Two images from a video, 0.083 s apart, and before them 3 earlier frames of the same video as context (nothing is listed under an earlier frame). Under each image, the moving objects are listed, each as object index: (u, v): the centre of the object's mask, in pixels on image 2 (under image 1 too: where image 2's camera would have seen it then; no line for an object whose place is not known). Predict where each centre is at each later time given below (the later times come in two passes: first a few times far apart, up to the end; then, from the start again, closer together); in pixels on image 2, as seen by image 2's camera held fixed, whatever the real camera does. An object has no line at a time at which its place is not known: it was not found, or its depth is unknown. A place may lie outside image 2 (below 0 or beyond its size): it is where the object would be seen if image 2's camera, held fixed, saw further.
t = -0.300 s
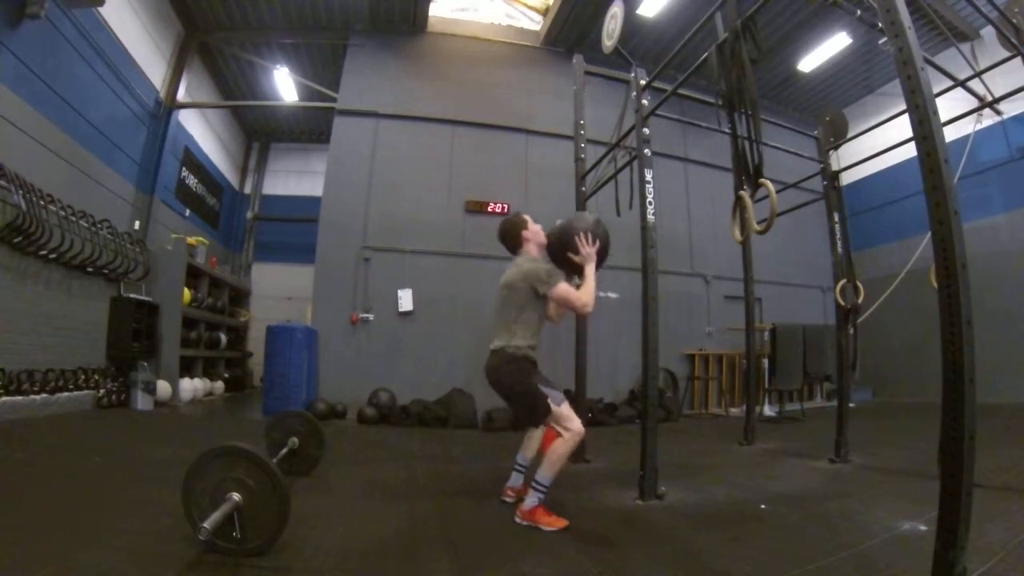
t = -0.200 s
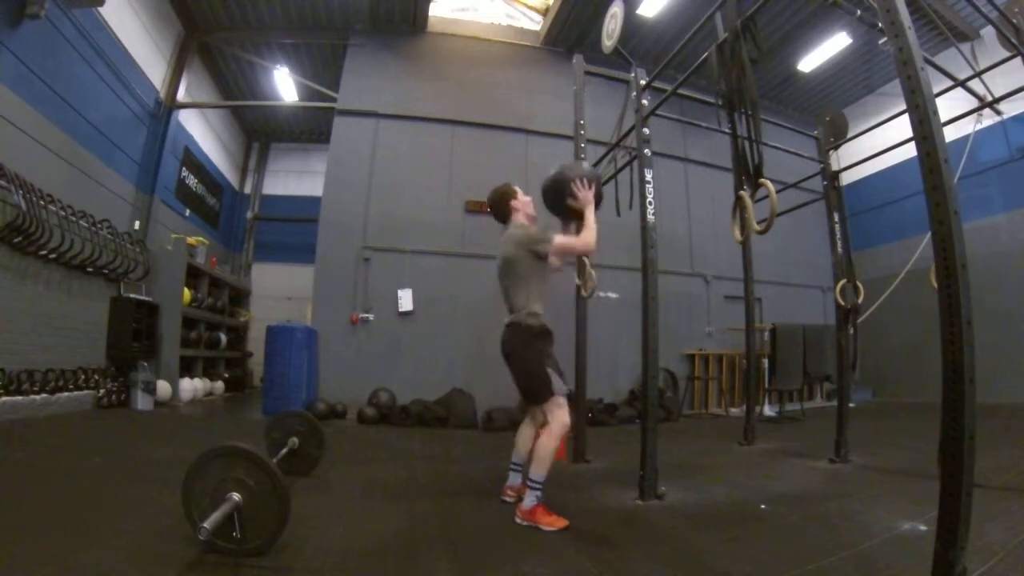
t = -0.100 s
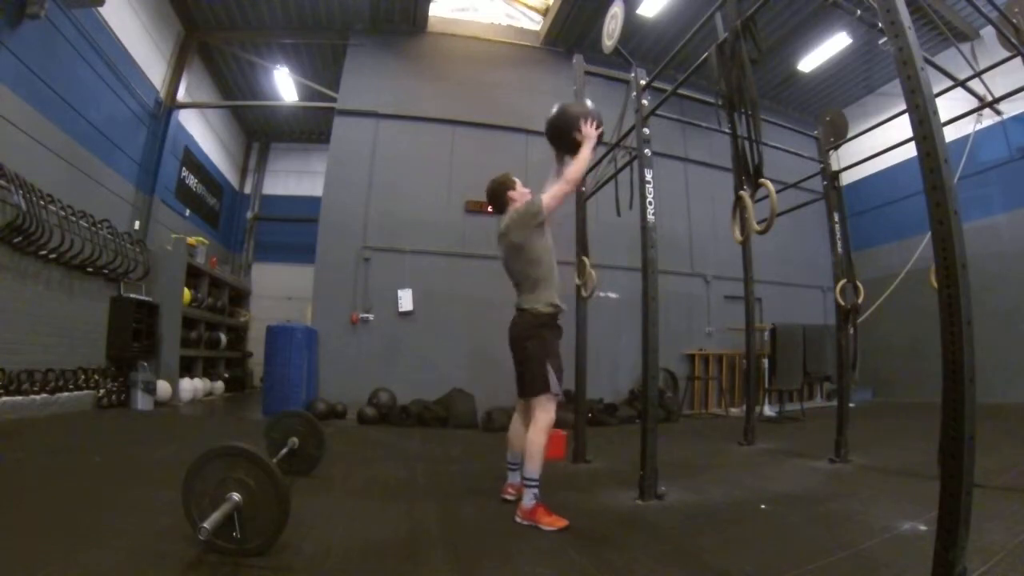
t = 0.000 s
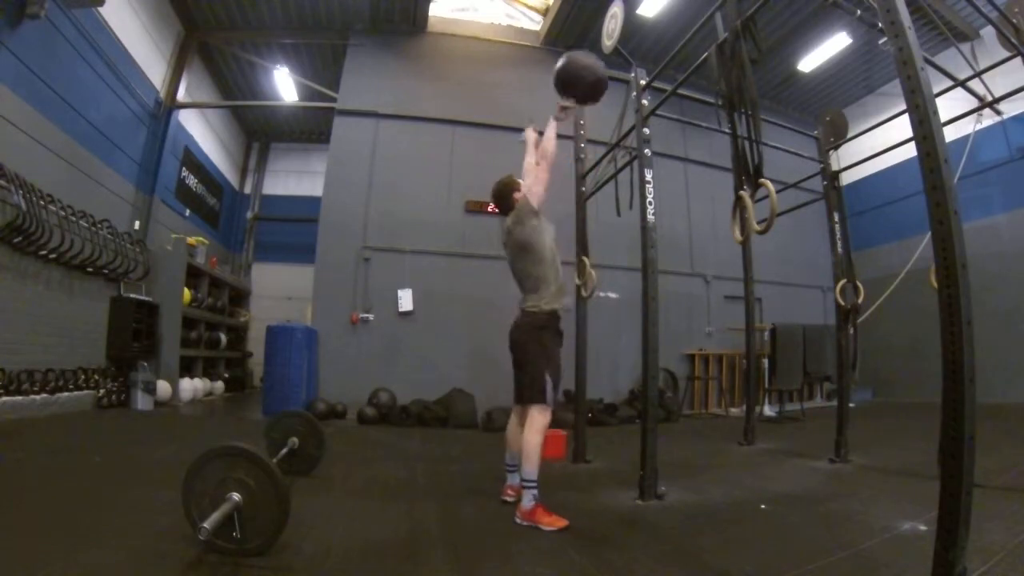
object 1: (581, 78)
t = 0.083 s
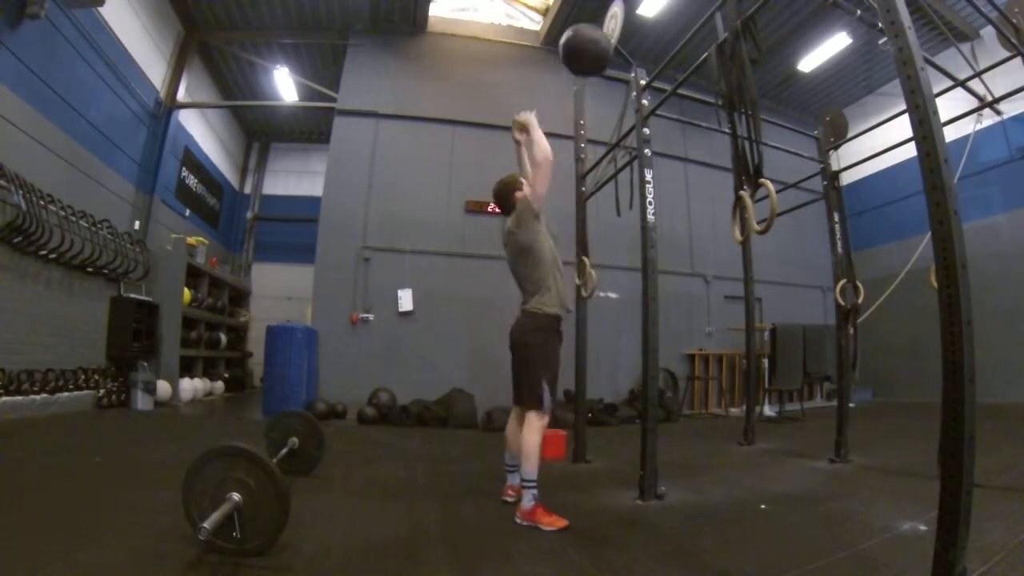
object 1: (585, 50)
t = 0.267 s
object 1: (591, 22)
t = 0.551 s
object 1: (583, 48)
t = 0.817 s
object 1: (581, 188)
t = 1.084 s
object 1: (569, 492)
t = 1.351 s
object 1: (573, 400)
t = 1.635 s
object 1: (574, 437)
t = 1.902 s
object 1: (572, 462)
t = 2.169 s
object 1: (566, 475)
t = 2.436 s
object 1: (562, 478)
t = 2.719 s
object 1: (563, 478)
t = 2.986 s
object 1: (564, 478)
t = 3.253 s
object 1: (564, 479)
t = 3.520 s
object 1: (564, 479)
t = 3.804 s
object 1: (564, 479)
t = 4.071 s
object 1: (564, 479)
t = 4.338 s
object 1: (564, 479)
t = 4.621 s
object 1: (564, 479)
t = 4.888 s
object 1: (564, 478)
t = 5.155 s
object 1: (564, 479)
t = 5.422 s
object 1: (564, 479)
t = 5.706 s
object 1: (564, 479)
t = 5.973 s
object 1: (564, 479)
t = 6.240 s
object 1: (564, 478)
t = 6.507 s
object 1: (564, 478)
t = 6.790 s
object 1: (564, 478)
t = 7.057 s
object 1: (564, 478)
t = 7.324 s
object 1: (564, 478)
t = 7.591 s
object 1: (564, 478)
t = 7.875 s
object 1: (564, 479)
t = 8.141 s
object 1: (564, 478)
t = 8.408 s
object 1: (564, 479)
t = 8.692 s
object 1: (564, 478)
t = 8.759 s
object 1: (564, 478)
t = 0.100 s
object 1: (586, 46)
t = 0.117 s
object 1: (587, 41)
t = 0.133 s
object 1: (588, 38)
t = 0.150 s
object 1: (589, 35)
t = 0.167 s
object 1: (590, 31)
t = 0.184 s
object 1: (591, 29)
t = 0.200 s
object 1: (592, 27)
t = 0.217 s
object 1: (591, 26)
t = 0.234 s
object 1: (591, 24)
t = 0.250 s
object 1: (591, 23)
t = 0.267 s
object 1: (591, 22)
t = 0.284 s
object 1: (591, 22)
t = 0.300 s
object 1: (590, 21)
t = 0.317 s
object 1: (590, 21)
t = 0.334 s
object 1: (589, 21)
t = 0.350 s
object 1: (589, 21)
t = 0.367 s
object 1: (588, 22)
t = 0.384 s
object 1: (588, 23)
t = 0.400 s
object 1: (587, 24)
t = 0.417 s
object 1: (587, 24)
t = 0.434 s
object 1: (587, 26)
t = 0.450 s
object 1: (586, 27)
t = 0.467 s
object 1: (586, 30)
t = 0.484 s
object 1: (585, 33)
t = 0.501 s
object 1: (585, 36)
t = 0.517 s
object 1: (584, 40)
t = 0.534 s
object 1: (583, 44)
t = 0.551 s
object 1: (583, 48)
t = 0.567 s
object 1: (583, 53)
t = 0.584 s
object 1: (584, 58)
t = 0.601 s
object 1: (584, 64)
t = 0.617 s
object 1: (583, 70)
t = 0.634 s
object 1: (583, 76)
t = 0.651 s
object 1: (583, 83)
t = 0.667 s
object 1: (583, 91)
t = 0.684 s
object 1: (582, 98)
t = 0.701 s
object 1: (582, 107)
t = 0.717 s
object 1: (583, 117)
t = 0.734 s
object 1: (582, 127)
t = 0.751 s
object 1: (582, 138)
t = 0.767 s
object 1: (582, 149)
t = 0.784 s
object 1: (581, 161)
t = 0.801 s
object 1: (581, 173)
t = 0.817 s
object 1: (581, 188)
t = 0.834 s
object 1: (580, 202)
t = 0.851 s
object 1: (580, 216)
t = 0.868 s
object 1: (580, 232)
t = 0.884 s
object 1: (579, 249)
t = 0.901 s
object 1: (579, 266)
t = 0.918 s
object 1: (577, 287)
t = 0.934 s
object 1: (578, 305)
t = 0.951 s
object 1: (577, 325)
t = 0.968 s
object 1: (575, 347)
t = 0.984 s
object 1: (575, 367)
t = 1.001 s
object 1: (572, 390)
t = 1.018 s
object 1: (573, 412)
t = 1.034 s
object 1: (570, 432)
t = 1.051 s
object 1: (570, 458)
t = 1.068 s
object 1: (569, 483)
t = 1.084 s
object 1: (569, 492)
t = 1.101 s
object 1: (569, 487)
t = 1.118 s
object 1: (570, 478)
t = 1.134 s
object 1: (570, 469)
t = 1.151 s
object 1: (570, 461)
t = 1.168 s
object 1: (570, 452)
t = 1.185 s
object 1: (570, 445)
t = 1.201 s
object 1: (570, 438)
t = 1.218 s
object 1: (571, 432)
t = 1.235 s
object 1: (571, 427)
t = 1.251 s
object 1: (570, 422)
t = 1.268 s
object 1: (571, 417)
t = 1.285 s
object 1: (572, 414)
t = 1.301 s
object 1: (572, 410)
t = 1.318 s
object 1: (572, 406)
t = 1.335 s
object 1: (573, 403)
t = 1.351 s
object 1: (573, 400)
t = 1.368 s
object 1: (573, 398)
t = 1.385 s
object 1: (573, 398)
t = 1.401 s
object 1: (573, 397)
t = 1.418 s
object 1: (573, 397)
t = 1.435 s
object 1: (573, 397)
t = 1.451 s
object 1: (573, 397)
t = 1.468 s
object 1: (573, 398)
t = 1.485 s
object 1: (574, 400)
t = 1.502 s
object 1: (574, 402)
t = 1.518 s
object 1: (574, 405)
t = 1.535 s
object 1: (573, 408)
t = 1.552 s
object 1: (573, 412)
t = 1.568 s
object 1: (574, 416)
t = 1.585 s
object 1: (575, 421)
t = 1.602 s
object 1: (575, 426)
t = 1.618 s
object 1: (575, 431)
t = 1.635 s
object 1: (574, 437)
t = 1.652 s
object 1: (574, 444)
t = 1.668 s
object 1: (575, 452)
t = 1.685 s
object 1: (575, 460)
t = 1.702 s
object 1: (575, 468)
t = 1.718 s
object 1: (575, 479)
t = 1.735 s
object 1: (575, 484)
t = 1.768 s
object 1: (574, 482)
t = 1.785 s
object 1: (574, 479)
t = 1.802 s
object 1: (573, 476)
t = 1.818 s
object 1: (573, 473)
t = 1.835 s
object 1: (573, 468)
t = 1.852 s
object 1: (573, 466)
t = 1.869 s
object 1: (572, 464)
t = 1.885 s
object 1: (572, 463)
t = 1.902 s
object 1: (572, 462)
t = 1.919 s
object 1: (571, 461)
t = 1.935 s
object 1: (571, 462)
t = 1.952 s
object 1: (571, 462)
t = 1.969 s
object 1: (571, 462)
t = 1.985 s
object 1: (570, 463)
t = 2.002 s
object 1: (570, 465)
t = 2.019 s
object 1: (569, 467)
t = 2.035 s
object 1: (569, 471)
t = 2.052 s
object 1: (568, 474)
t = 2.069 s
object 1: (568, 478)
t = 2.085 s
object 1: (567, 480)
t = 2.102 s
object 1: (567, 480)
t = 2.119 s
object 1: (567, 480)
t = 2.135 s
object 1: (567, 479)
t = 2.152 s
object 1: (566, 477)
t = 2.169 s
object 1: (566, 475)
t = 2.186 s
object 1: (566, 474)
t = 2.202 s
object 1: (566, 474)
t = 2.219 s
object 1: (565, 474)
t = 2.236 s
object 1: (565, 474)
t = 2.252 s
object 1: (565, 475)
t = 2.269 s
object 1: (564, 477)
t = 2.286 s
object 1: (564, 478)
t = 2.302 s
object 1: (563, 479)
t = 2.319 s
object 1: (563, 479)
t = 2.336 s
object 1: (563, 479)
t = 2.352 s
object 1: (563, 479)
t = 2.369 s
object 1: (562, 478)
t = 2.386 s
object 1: (562, 478)
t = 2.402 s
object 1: (562, 478)
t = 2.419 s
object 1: (562, 478)
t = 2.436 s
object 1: (562, 478)
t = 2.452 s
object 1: (562, 478)
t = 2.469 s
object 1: (562, 478)
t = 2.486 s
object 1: (562, 478)
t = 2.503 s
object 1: (562, 478)
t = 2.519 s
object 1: (562, 478)
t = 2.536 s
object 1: (562, 478)
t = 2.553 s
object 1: (562, 478)
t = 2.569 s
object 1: (562, 478)
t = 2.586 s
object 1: (562, 478)
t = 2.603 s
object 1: (562, 478)
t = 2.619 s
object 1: (562, 478)
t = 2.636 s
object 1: (562, 478)
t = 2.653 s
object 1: (562, 478)
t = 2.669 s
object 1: (562, 478)
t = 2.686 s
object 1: (563, 478)
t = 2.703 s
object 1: (563, 478)
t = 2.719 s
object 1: (563, 478)
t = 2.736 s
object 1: (563, 478)
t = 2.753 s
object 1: (563, 478)
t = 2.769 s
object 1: (563, 478)
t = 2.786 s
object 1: (563, 479)
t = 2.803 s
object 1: (563, 479)
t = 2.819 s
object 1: (563, 479)
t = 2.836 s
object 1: (564, 479)
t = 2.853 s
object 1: (564, 479)
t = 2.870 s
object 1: (564, 479)
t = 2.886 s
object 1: (564, 479)
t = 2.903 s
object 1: (564, 479)
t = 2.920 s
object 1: (564, 478)
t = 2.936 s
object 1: (564, 479)
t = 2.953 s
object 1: (564, 478)
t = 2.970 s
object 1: (564, 479)
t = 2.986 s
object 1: (564, 478)
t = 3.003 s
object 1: (564, 479)
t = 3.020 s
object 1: (564, 479)
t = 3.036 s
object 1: (564, 479)
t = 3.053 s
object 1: (564, 478)
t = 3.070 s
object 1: (564, 479)
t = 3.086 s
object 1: (564, 478)
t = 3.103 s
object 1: (564, 479)
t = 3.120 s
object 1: (564, 479)
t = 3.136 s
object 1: (564, 479)
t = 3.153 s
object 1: (564, 478)
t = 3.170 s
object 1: (564, 479)
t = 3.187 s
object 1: (564, 478)
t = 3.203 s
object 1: (564, 478)
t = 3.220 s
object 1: (564, 478)
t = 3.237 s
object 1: (564, 478)
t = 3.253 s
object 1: (564, 479)
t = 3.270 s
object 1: (564, 478)
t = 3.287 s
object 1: (564, 479)
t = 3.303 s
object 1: (564, 479)
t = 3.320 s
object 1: (564, 479)
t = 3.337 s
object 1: (564, 479)
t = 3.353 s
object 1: (564, 479)
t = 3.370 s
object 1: (564, 479)
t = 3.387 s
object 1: (564, 479)
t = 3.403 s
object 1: (564, 479)
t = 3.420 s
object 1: (564, 479)
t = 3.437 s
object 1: (564, 479)
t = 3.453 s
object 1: (564, 479)
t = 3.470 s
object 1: (564, 479)
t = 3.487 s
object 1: (564, 479)
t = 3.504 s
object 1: (564, 479)
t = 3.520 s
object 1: (564, 479)
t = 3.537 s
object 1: (564, 479)
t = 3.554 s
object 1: (564, 479)
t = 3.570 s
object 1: (564, 479)
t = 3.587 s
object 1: (564, 479)
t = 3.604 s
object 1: (564, 479)
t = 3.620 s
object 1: (564, 479)
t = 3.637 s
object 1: (564, 479)
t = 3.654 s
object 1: (564, 479)
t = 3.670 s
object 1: (564, 479)
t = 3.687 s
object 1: (564, 479)
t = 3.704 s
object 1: (564, 479)
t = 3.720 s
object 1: (564, 479)
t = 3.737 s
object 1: (564, 479)
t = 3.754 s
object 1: (564, 479)
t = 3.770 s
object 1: (564, 479)
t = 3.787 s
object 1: (564, 479)
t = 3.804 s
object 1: (564, 479)
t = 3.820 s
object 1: (564, 479)
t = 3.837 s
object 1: (564, 479)
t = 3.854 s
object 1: (564, 479)
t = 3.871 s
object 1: (564, 479)
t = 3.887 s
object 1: (564, 479)
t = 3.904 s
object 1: (564, 479)
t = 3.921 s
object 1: (564, 479)
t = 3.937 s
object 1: (564, 479)
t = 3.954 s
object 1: (564, 479)
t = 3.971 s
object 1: (564, 479)
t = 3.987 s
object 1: (564, 479)
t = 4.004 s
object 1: (563, 479)
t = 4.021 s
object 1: (564, 479)
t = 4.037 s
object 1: (564, 479)
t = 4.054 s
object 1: (564, 479)
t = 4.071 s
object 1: (564, 479)
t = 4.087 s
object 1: (563, 479)
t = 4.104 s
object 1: (564, 479)
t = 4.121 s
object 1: (564, 479)
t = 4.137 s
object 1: (564, 479)
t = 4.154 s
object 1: (564, 479)
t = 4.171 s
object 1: (564, 479)
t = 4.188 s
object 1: (564, 479)
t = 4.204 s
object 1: (564, 479)
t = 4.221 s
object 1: (563, 479)
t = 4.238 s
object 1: (564, 479)
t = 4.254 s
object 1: (564, 479)
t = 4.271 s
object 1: (564, 479)
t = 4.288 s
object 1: (564, 479)
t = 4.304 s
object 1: (564, 479)
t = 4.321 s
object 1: (564, 479)
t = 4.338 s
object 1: (564, 479)
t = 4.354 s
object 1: (563, 479)
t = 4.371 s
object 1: (564, 479)
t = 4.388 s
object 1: (564, 479)
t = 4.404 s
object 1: (564, 479)
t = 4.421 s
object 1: (564, 479)
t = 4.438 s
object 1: (564, 479)
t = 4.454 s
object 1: (564, 478)
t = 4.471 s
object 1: (564, 479)
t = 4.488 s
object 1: (564, 479)
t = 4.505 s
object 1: (564, 479)
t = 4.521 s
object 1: (564, 479)
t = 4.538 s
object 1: (564, 479)
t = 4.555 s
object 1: (564, 479)
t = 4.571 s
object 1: (564, 479)
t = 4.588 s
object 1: (564, 479)
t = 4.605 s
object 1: (564, 478)
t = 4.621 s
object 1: (564, 479)
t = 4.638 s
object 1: (564, 479)
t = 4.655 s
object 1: (564, 479)
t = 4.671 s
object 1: (564, 478)
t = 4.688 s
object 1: (564, 478)
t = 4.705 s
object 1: (564, 478)
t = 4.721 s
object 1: (564, 478)
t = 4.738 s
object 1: (564, 479)
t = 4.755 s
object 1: (564, 478)
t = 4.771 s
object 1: (564, 478)
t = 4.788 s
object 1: (564, 479)
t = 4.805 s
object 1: (564, 479)
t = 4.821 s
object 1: (564, 478)
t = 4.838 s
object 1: (564, 478)
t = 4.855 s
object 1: (564, 479)
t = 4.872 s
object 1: (564, 479)
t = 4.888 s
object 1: (564, 478)
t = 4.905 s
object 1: (564, 478)
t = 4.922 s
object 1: (564, 479)
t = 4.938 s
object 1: (564, 479)
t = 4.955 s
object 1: (564, 479)
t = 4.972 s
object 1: (564, 479)
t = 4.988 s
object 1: (564, 479)
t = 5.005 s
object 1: (564, 479)
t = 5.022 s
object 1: (564, 479)
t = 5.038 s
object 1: (564, 479)
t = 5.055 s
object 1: (564, 479)
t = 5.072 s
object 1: (564, 479)
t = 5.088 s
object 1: (564, 479)
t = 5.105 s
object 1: (564, 478)
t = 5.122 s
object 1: (564, 479)
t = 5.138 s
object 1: (564, 479)
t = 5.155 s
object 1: (564, 479)
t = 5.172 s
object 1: (564, 479)
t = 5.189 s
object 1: (564, 479)
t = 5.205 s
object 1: (564, 479)
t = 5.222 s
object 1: (564, 479)
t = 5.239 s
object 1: (564, 479)
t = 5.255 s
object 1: (564, 479)
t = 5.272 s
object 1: (564, 479)
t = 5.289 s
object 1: (564, 479)
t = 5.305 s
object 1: (564, 479)
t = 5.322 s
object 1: (564, 479)
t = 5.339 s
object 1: (564, 479)
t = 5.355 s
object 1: (564, 479)
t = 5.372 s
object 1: (564, 479)
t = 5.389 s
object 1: (564, 479)
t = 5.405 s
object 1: (564, 479)
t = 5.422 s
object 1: (564, 479)
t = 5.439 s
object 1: (564, 479)
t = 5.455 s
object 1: (564, 479)
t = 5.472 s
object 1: (564, 479)
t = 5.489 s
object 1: (564, 479)
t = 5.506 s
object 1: (564, 479)
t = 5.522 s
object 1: (564, 479)
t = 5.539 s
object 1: (564, 479)
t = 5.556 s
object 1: (564, 479)
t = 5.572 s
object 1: (564, 479)
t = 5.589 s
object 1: (564, 479)
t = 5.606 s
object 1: (564, 479)
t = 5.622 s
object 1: (564, 479)
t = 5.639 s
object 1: (564, 479)
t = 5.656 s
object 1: (564, 479)
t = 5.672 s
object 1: (564, 479)
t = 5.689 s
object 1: (564, 479)
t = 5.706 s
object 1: (564, 479)
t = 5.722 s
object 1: (564, 479)
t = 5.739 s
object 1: (564, 479)
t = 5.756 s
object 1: (564, 479)
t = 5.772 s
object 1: (564, 479)
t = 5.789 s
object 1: (564, 479)
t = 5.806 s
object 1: (564, 479)
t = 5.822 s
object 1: (564, 479)
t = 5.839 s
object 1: (564, 479)
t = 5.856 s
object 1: (564, 479)
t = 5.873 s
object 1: (564, 479)
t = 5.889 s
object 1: (564, 479)
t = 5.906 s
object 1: (564, 479)
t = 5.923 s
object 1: (564, 479)
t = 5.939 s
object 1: (564, 478)
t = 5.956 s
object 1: (564, 479)
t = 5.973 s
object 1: (564, 479)
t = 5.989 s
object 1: (564, 479)
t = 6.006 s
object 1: (564, 478)
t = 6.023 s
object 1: (564, 478)
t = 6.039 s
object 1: (564, 478)
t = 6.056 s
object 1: (564, 478)
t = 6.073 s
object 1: (564, 478)
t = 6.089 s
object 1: (564, 478)
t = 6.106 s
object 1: (564, 479)
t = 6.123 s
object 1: (564, 478)
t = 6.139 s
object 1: (564, 478)
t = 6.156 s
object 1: (564, 479)
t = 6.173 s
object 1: (564, 478)
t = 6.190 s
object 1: (564, 478)
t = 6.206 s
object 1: (564, 478)
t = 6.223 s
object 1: (564, 478)
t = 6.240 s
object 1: (564, 478)
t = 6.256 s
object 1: (564, 478)
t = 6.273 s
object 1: (564, 478)
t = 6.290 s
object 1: (564, 478)
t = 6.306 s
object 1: (564, 478)
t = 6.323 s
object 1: (564, 478)
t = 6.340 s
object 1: (564, 478)
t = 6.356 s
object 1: (564, 478)
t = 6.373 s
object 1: (564, 478)
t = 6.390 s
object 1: (564, 478)
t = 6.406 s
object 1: (564, 478)
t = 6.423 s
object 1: (564, 478)
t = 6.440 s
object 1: (564, 478)
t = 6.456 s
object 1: (564, 478)
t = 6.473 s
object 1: (564, 478)
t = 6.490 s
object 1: (564, 478)
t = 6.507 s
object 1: (564, 478)
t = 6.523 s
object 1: (564, 478)
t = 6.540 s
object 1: (564, 478)
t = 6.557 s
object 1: (564, 478)
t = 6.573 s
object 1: (564, 478)
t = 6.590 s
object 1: (564, 478)
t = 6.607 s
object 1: (564, 478)
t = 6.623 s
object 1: (564, 478)
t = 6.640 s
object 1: (564, 478)
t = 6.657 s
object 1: (564, 478)
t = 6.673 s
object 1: (564, 478)
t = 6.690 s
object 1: (564, 478)
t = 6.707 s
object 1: (564, 478)
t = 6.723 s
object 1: (564, 478)
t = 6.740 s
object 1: (564, 478)
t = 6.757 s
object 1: (564, 478)
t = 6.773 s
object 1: (564, 478)
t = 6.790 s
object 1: (564, 478)
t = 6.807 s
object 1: (564, 478)
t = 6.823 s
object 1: (564, 478)
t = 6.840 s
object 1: (564, 478)
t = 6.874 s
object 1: (564, 478)
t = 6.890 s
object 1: (564, 478)
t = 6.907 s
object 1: (564, 478)
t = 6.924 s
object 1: (564, 478)
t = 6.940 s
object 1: (564, 478)
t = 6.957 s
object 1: (564, 478)
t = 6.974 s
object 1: (564, 478)
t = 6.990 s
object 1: (564, 478)
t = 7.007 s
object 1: (564, 478)
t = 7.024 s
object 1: (564, 478)
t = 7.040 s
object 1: (564, 478)
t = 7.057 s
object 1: (564, 478)
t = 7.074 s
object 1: (564, 478)
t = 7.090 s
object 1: (564, 478)
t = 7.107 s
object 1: (564, 478)
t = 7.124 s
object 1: (564, 478)
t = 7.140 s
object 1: (564, 478)
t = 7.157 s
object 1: (564, 478)
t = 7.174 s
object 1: (564, 478)
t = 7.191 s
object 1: (564, 478)
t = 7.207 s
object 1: (564, 478)
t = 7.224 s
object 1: (564, 478)
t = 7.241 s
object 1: (564, 478)
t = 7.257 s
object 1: (564, 478)
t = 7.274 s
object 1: (564, 478)
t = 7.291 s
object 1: (564, 478)
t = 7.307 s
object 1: (564, 478)
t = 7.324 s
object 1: (564, 478)
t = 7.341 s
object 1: (564, 478)
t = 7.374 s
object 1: (564, 478)
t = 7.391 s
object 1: (564, 478)
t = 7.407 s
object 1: (564, 478)
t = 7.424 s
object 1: (564, 478)
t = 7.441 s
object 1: (564, 478)
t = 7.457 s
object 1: (564, 478)
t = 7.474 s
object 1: (564, 478)
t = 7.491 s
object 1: (564, 478)
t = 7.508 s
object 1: (564, 478)
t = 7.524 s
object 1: (564, 478)
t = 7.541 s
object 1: (564, 478)
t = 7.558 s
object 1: (564, 478)
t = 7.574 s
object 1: (564, 478)
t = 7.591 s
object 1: (564, 478)
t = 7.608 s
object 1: (564, 478)
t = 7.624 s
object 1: (564, 478)
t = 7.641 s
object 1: (564, 478)
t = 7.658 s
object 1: (564, 478)
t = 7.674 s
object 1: (564, 478)
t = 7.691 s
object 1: (564, 478)
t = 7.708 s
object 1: (564, 478)
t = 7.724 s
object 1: (564, 479)
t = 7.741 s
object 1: (564, 478)
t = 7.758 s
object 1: (564, 478)
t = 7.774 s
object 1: (564, 479)
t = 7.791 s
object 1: (564, 478)
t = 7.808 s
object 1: (564, 479)
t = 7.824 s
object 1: (564, 479)
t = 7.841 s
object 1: (564, 479)
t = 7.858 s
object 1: (564, 479)
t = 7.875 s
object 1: (564, 479)
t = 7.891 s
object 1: (564, 479)
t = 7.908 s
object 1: (564, 478)
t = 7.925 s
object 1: (564, 478)
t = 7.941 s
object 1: (564, 478)
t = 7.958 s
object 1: (564, 478)
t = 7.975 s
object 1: (564, 478)
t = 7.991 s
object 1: (564, 478)
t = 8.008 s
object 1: (564, 478)
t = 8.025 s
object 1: (564, 478)
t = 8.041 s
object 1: (564, 478)
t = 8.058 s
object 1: (564, 478)
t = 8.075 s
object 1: (564, 478)
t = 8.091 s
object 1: (564, 478)
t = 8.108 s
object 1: (564, 478)
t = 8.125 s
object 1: (564, 478)
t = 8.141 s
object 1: (564, 478)
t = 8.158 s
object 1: (564, 478)
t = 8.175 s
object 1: (564, 478)
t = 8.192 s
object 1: (564, 478)
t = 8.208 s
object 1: (564, 478)
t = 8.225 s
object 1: (564, 478)
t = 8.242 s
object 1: (564, 478)
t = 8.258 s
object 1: (564, 478)
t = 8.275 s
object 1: (564, 479)
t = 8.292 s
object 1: (564, 479)
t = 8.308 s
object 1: (564, 479)
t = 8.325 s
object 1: (564, 479)
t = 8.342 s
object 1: (564, 479)
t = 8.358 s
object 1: (564, 479)
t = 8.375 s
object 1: (564, 479)
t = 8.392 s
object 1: (564, 479)
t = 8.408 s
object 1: (564, 479)
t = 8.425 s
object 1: (564, 479)
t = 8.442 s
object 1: (564, 478)
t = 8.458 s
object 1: (564, 478)
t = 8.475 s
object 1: (564, 478)
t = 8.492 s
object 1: (564, 478)
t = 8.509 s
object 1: (564, 478)
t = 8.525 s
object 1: (564, 478)
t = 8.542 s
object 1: (564, 478)
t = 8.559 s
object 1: (564, 478)
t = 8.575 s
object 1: (564, 478)
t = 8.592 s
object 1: (564, 478)
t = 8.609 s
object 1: (564, 478)
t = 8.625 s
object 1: (564, 478)
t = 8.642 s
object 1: (564, 478)
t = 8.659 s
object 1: (564, 478)
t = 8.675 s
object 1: (564, 478)
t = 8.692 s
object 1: (564, 478)
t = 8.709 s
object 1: (564, 478)
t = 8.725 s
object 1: (564, 478)
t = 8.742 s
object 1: (564, 478)
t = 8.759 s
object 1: (564, 478)
